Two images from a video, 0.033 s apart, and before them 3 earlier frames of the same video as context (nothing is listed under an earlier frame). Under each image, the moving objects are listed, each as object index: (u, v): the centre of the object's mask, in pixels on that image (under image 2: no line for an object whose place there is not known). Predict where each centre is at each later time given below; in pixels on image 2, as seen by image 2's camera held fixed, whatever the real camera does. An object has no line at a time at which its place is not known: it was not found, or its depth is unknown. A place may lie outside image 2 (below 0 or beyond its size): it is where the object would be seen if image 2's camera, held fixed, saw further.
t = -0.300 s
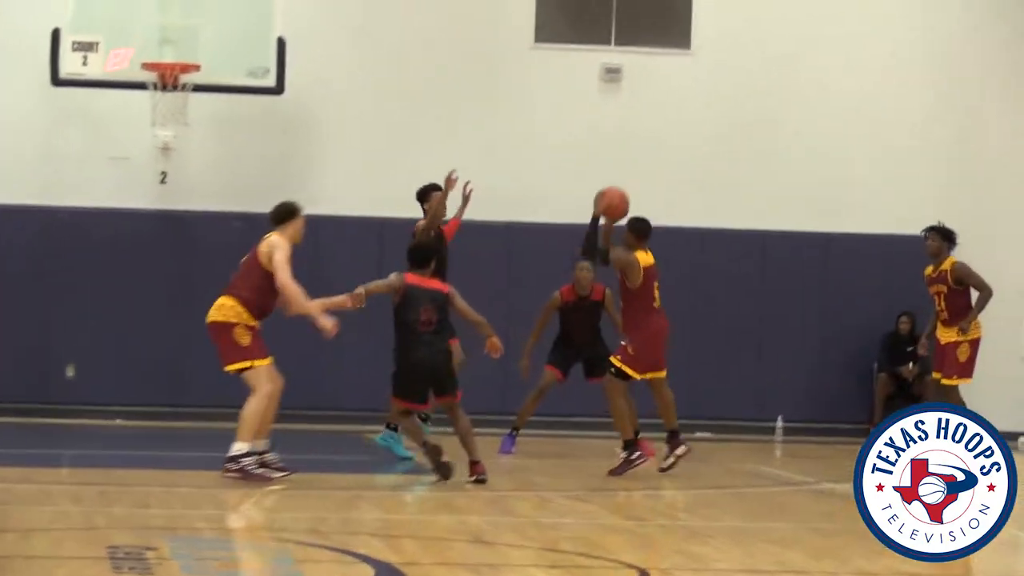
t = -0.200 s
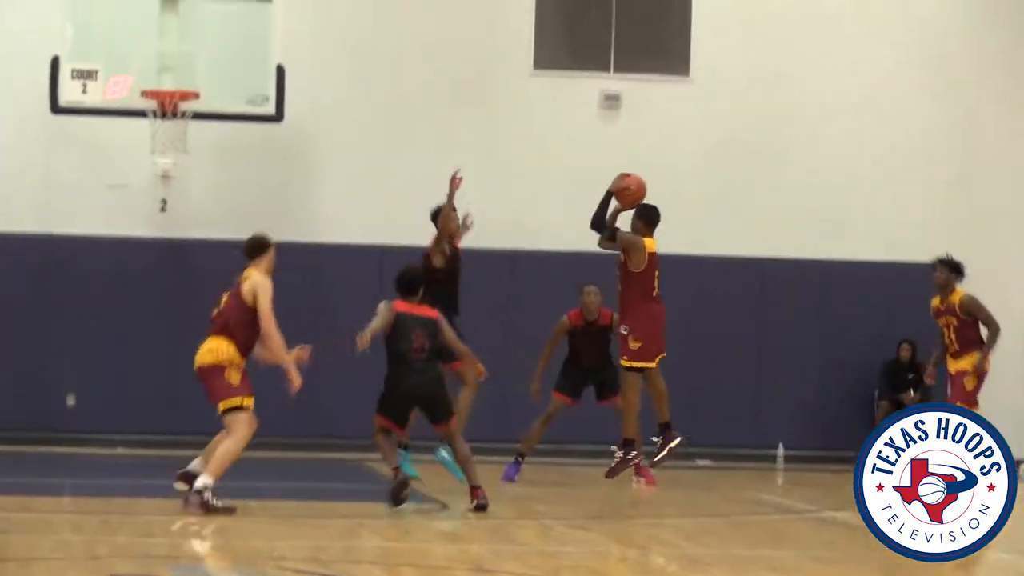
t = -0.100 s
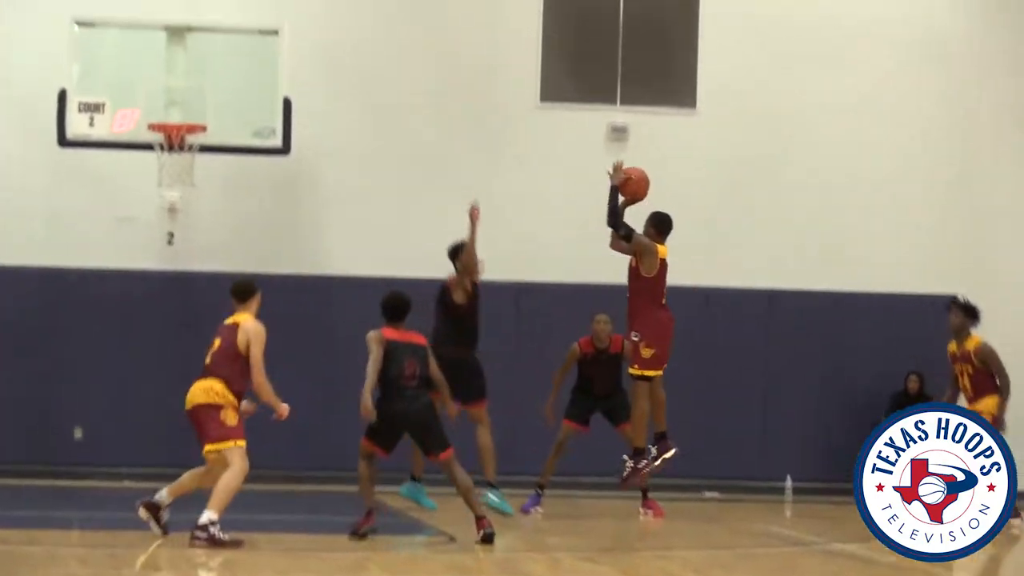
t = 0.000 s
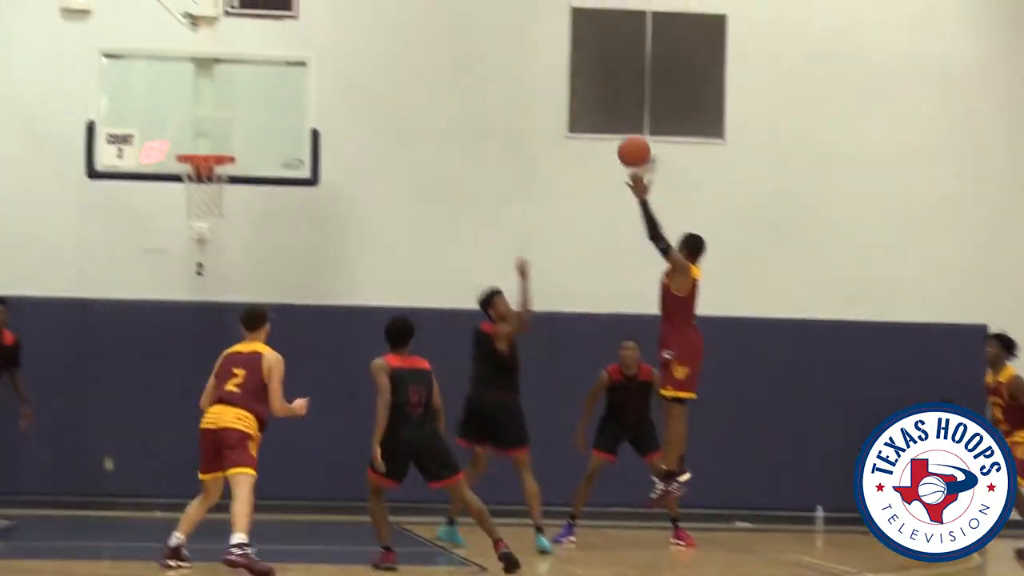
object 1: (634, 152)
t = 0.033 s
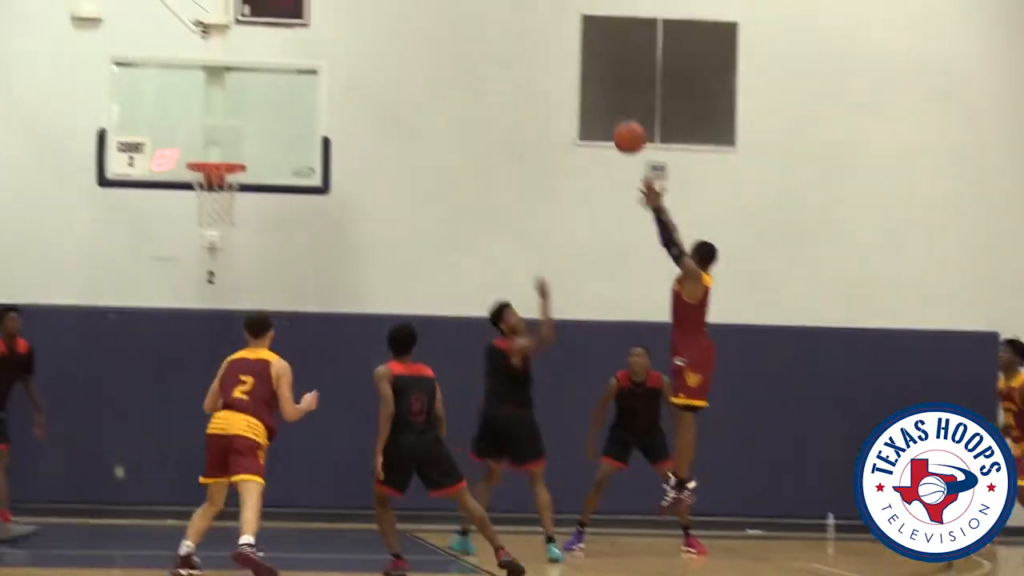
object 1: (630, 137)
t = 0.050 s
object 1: (622, 126)
